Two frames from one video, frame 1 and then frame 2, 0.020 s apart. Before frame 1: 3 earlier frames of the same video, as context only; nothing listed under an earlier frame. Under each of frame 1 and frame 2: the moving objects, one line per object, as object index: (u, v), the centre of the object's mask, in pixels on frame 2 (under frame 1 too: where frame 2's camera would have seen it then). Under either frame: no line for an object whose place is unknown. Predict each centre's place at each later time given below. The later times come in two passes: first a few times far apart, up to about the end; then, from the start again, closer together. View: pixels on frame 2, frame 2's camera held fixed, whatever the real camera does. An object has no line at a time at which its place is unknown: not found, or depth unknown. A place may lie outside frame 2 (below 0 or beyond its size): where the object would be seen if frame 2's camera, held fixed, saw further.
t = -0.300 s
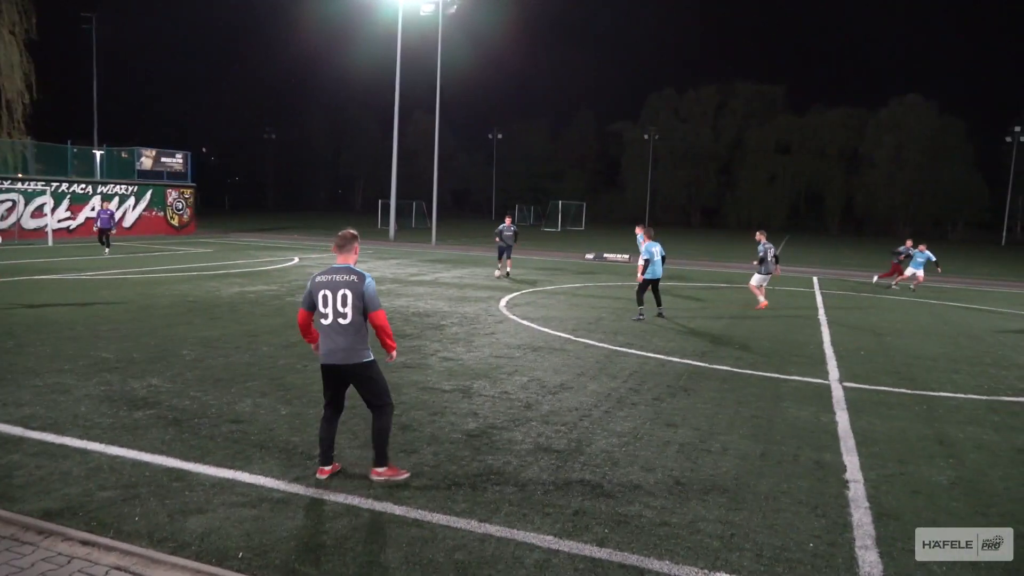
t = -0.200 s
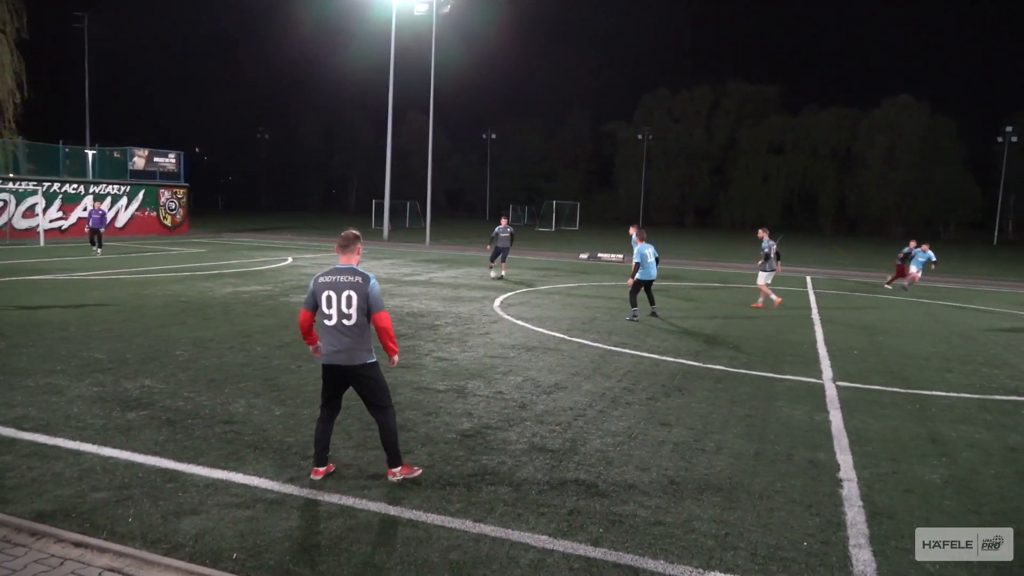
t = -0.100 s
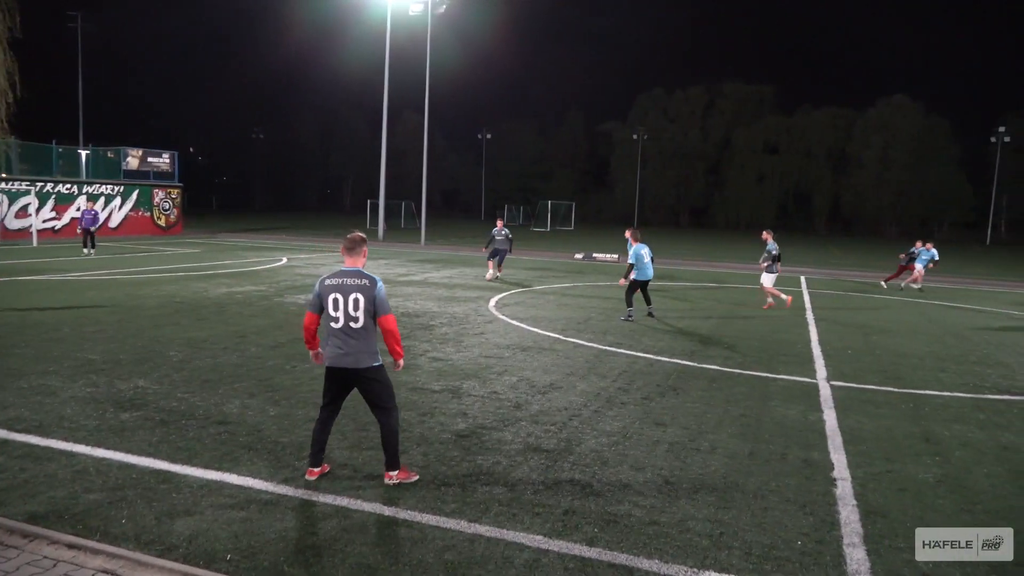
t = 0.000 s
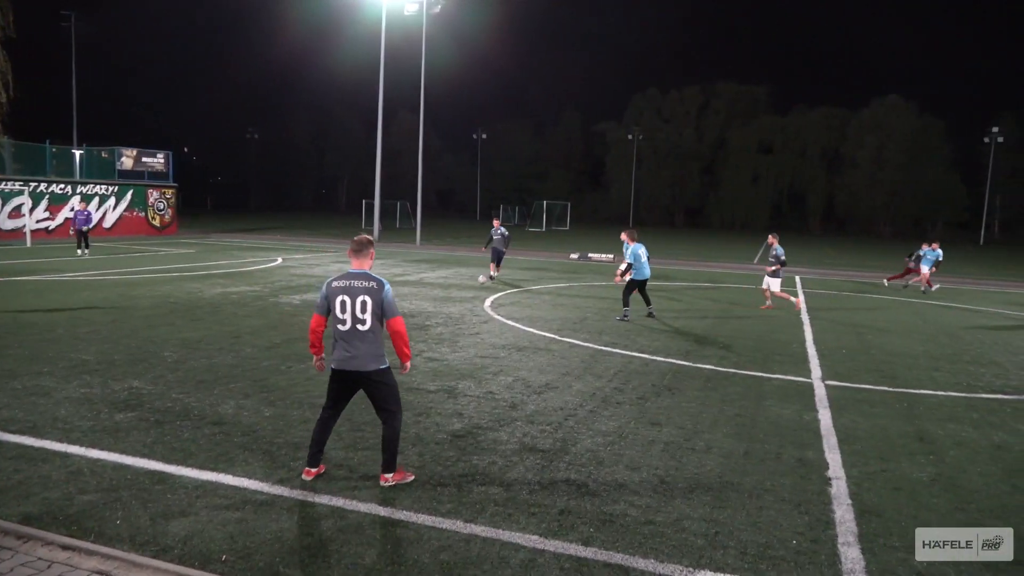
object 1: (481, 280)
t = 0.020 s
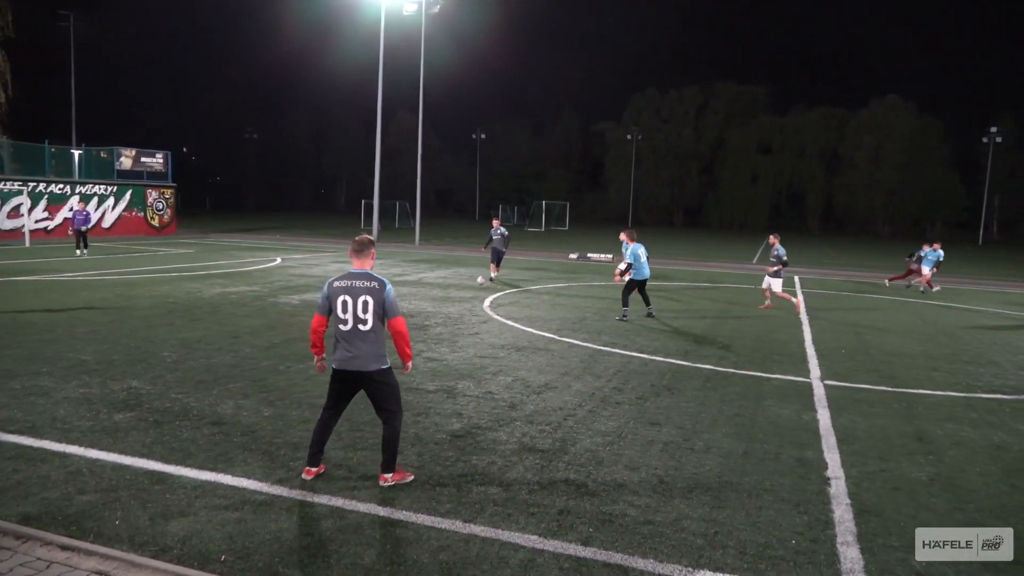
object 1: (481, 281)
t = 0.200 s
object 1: (478, 290)
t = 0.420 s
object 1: (473, 311)
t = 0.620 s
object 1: (471, 328)
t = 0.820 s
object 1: (470, 352)
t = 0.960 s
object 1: (467, 372)
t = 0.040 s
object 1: (480, 282)
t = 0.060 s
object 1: (480, 285)
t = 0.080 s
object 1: (479, 286)
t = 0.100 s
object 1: (479, 289)
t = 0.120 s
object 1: (479, 290)
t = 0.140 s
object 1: (478, 289)
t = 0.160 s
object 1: (478, 289)
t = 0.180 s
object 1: (478, 290)
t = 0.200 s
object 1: (478, 290)
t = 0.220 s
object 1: (477, 291)
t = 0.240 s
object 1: (477, 292)
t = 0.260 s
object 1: (476, 294)
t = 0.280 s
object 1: (475, 295)
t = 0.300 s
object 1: (475, 297)
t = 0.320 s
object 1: (475, 300)
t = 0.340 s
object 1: (474, 303)
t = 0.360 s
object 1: (474, 306)
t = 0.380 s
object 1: (474, 309)
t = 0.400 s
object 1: (473, 311)
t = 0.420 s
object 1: (473, 311)
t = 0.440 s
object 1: (473, 311)
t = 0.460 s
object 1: (473, 312)
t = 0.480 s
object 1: (473, 312)
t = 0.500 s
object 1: (473, 313)
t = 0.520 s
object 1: (471, 315)
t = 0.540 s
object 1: (472, 318)
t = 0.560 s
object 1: (472, 320)
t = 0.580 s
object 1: (472, 323)
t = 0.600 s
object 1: (472, 326)
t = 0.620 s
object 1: (471, 328)
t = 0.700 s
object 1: (471, 335)
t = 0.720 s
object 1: (471, 336)
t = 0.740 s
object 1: (470, 339)
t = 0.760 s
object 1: (470, 341)
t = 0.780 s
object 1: (470, 345)
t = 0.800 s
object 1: (470, 348)
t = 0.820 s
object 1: (470, 352)
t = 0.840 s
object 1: (469, 356)
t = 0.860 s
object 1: (469, 357)
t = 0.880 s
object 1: (469, 359)
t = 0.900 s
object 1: (468, 361)
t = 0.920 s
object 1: (468, 364)
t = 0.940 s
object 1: (468, 367)
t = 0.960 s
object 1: (467, 372)
